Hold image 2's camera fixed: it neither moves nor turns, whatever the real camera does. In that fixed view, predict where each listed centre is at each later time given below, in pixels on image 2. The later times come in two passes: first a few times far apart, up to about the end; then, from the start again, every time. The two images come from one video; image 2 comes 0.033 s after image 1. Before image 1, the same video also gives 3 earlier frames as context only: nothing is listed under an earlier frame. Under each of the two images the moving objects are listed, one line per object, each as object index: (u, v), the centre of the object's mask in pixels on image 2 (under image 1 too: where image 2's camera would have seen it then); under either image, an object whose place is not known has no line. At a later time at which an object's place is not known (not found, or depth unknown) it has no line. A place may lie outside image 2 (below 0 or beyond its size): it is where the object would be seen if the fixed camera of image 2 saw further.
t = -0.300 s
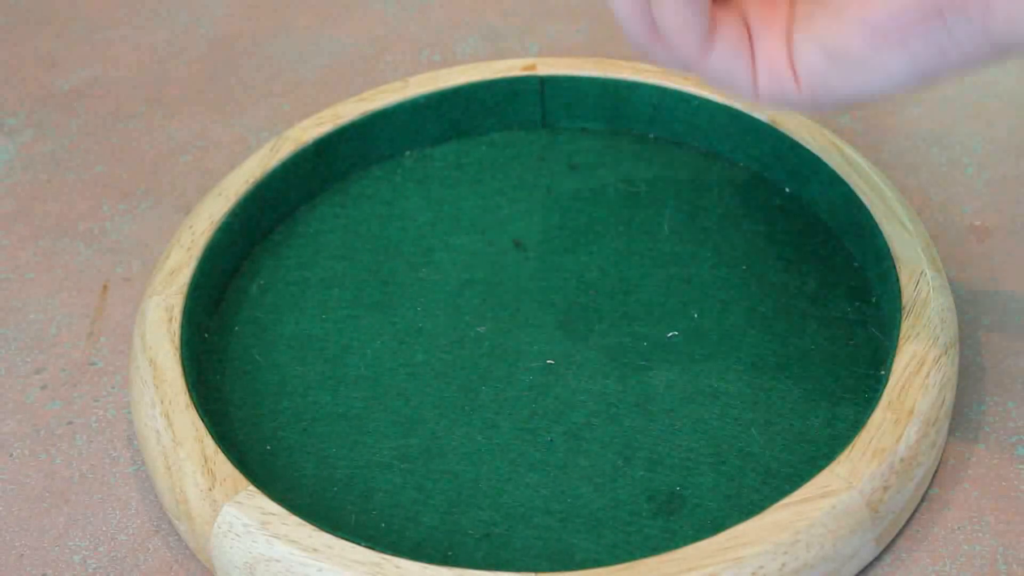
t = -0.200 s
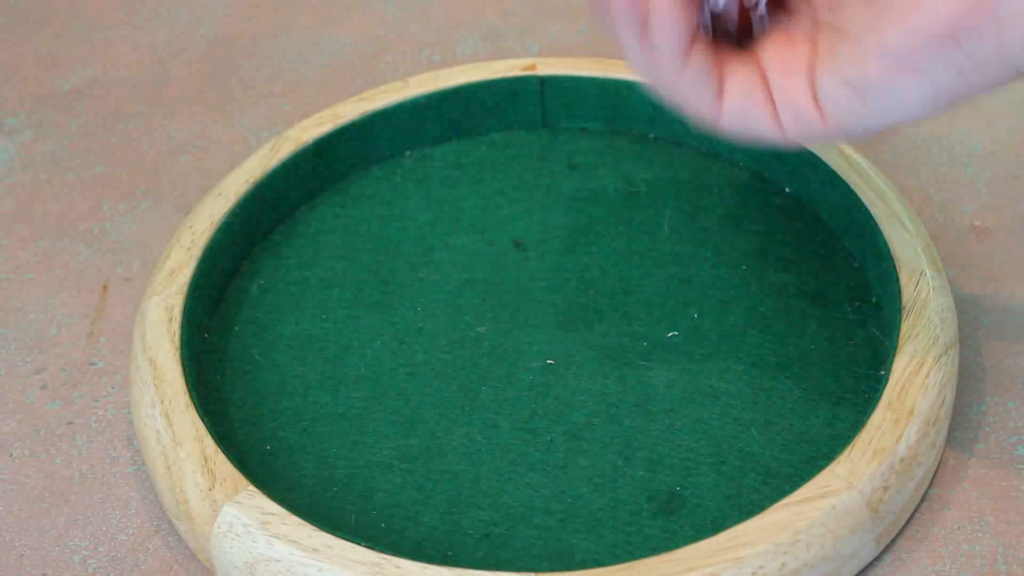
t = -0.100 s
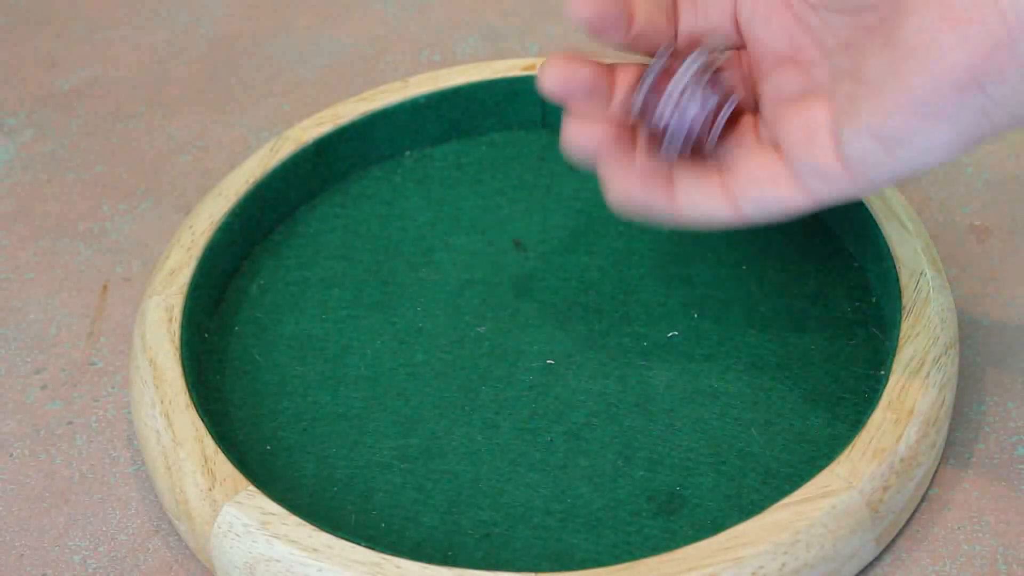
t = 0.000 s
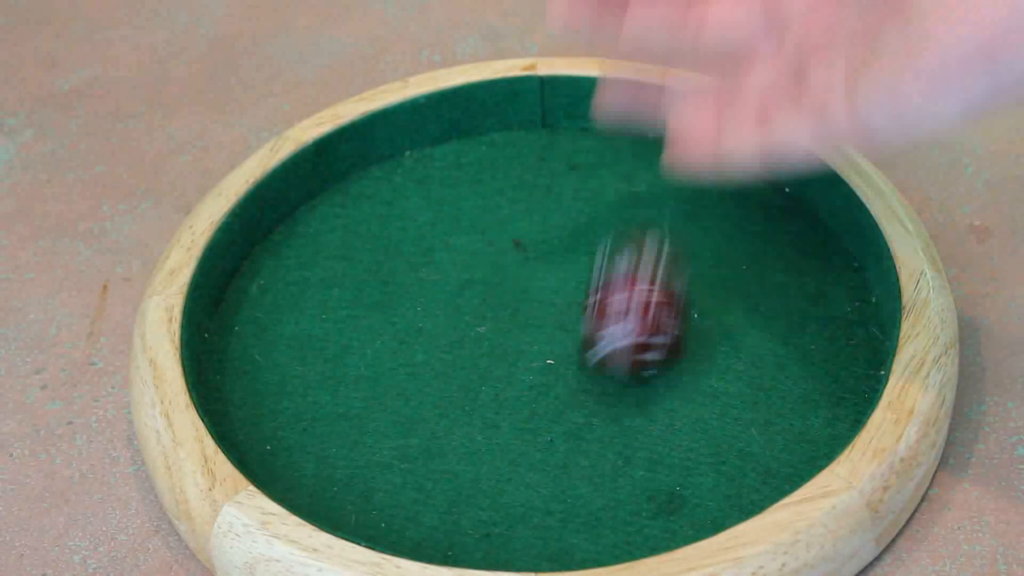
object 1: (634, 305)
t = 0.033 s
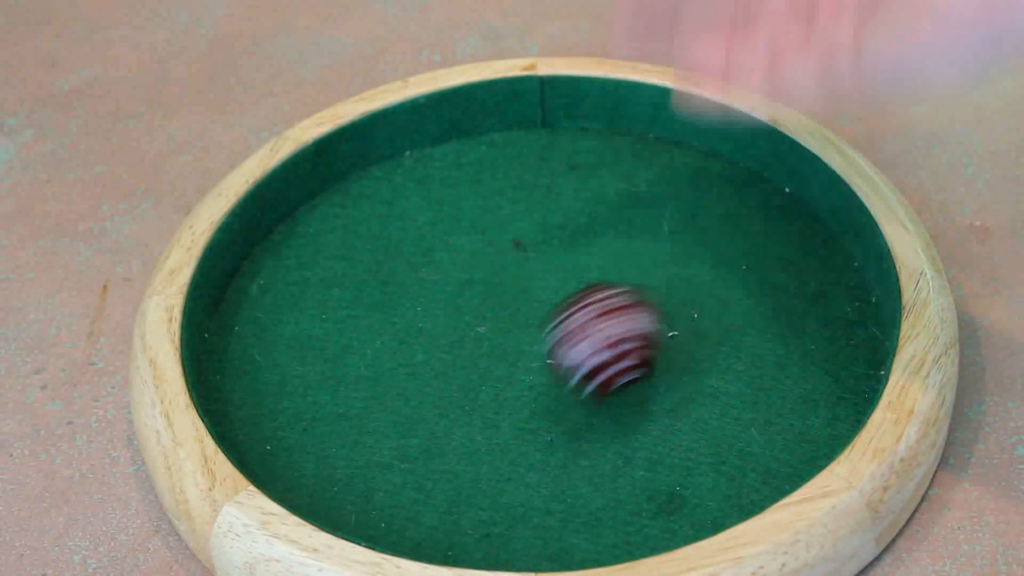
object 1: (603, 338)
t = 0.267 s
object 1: (423, 506)
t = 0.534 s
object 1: (407, 500)
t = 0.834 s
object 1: (407, 500)
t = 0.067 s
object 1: (569, 370)
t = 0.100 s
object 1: (531, 424)
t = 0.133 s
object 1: (491, 458)
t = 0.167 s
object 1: (452, 501)
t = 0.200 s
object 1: (438, 511)
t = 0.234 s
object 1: (431, 507)
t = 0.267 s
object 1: (423, 506)
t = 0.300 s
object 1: (408, 506)
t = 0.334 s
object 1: (397, 504)
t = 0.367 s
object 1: (395, 501)
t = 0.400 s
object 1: (400, 501)
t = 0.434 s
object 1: (406, 500)
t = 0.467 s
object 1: (407, 500)
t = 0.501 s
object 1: (407, 500)
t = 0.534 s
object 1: (407, 500)
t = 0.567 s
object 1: (407, 500)
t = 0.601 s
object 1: (407, 500)
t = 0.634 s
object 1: (407, 500)
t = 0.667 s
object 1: (407, 500)
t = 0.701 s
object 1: (407, 500)
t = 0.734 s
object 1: (407, 500)
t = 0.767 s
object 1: (407, 500)
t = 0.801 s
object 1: (407, 500)
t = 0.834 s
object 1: (407, 500)
